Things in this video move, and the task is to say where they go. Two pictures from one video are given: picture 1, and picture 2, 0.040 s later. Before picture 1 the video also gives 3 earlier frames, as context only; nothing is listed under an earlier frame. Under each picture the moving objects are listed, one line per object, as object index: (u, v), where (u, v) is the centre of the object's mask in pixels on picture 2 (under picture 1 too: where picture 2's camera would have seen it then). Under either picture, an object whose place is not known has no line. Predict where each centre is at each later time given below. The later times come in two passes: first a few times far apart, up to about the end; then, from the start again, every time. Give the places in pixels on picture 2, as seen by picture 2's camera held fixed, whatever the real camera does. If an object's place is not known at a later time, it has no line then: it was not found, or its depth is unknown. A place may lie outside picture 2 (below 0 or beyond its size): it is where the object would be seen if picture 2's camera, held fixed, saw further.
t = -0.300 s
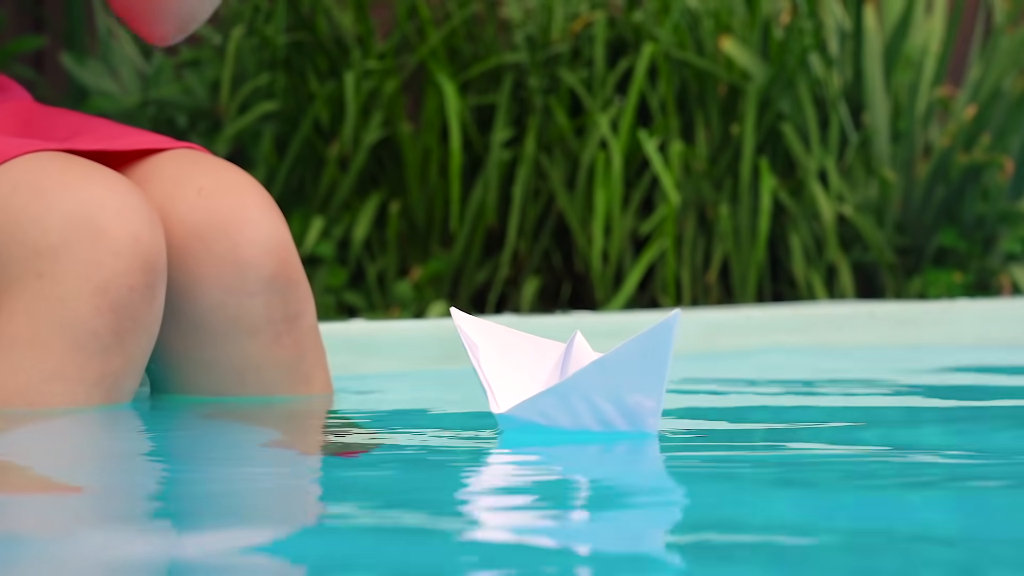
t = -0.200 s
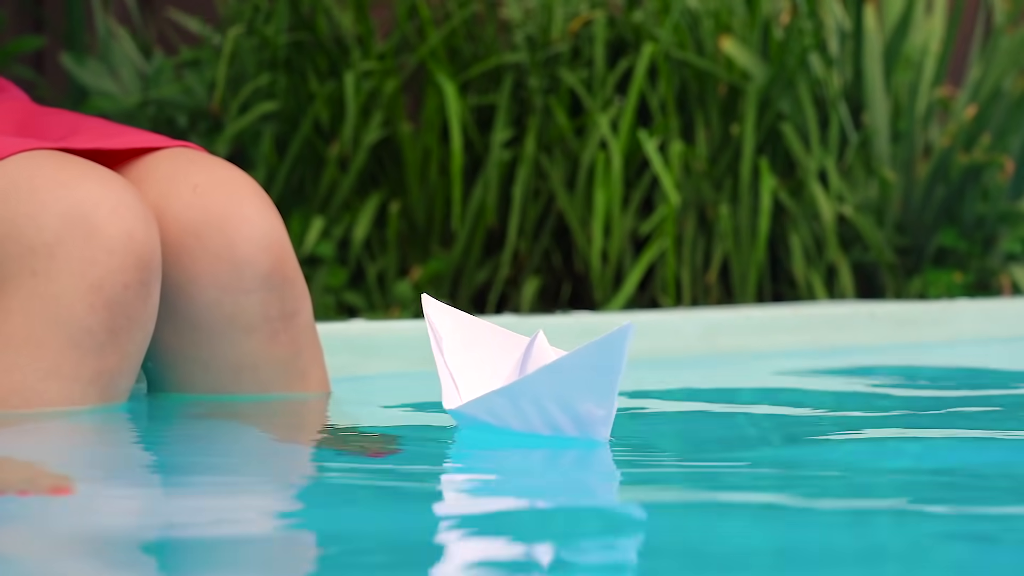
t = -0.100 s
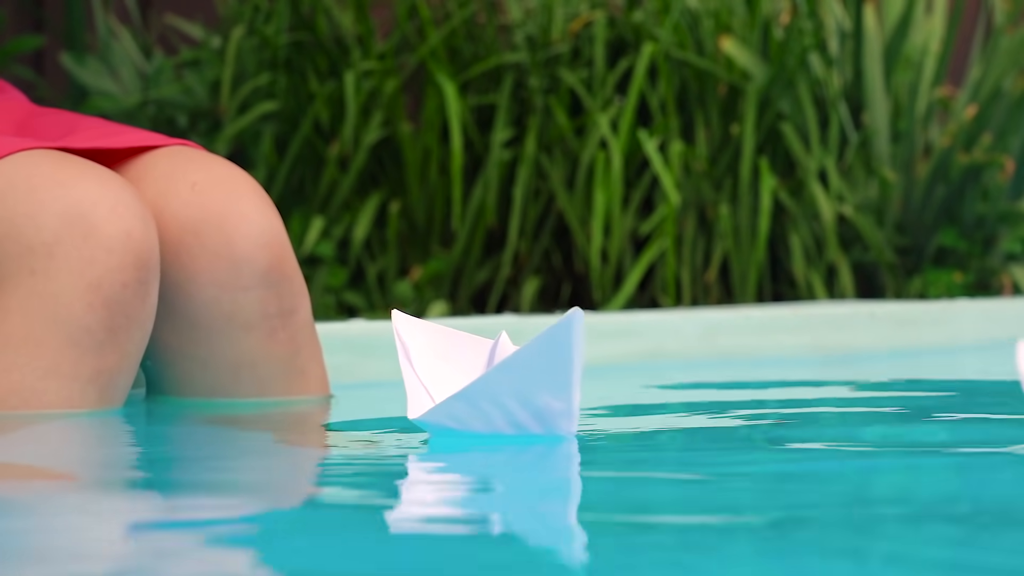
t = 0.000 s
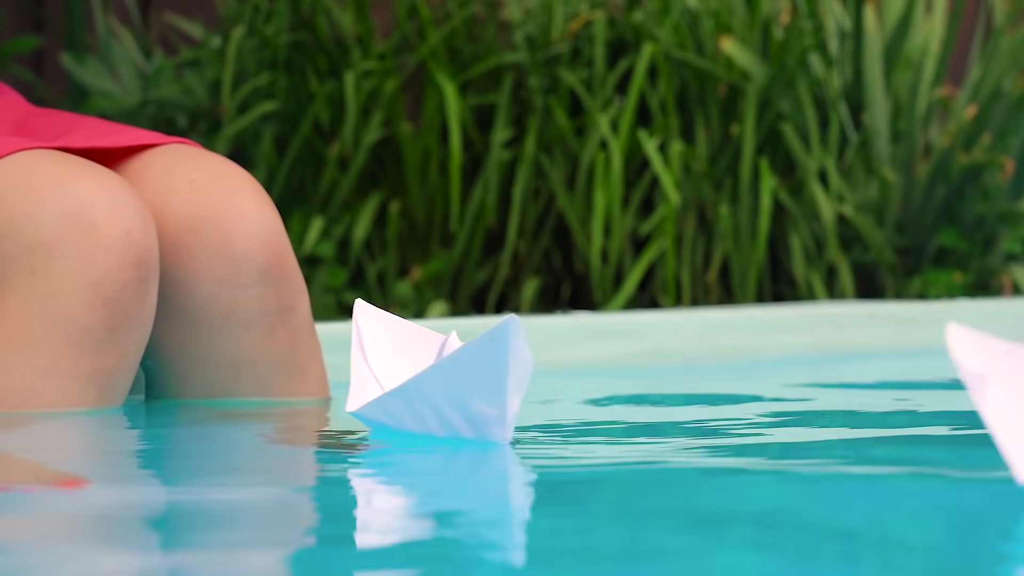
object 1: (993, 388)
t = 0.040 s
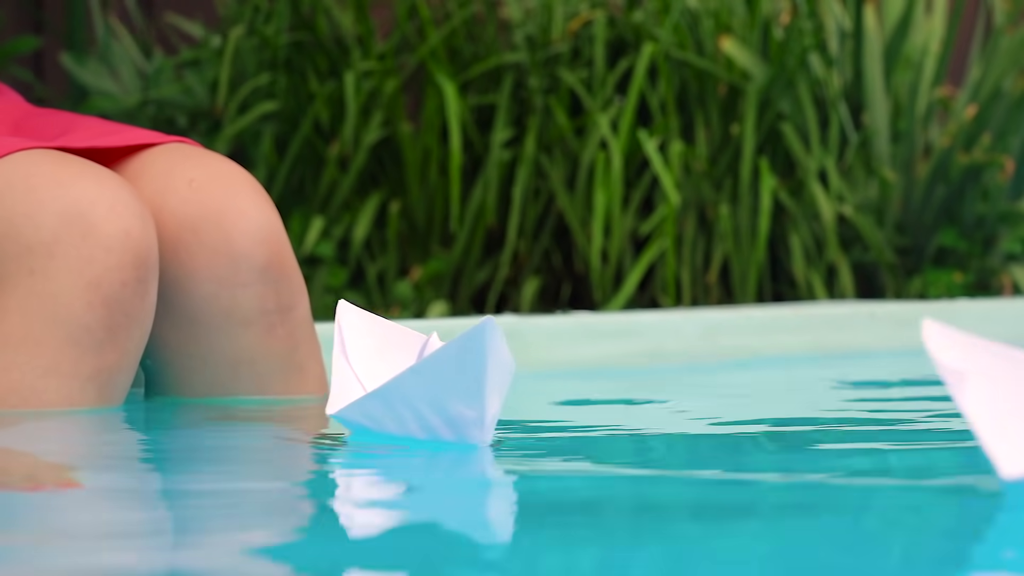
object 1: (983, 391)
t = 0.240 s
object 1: (923, 439)
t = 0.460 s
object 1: (855, 461)
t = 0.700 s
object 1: (767, 475)
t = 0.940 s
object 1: (624, 465)
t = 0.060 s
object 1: (978, 408)
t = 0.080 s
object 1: (972, 419)
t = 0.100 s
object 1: (967, 430)
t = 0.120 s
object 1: (962, 440)
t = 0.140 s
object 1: (955, 446)
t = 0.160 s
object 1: (951, 452)
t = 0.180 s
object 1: (946, 454)
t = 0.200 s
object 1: (937, 449)
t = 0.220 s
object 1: (930, 443)
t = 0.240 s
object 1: (923, 439)
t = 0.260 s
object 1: (917, 436)
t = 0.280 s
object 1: (910, 434)
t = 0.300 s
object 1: (905, 435)
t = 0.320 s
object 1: (900, 438)
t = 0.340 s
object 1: (892, 447)
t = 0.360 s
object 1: (887, 453)
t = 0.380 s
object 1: (882, 457)
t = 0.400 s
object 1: (876, 460)
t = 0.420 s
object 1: (870, 462)
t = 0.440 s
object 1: (863, 462)
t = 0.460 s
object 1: (855, 461)
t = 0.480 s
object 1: (849, 463)
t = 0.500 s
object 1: (844, 467)
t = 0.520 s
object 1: (839, 468)
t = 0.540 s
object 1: (837, 466)
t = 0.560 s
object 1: (832, 464)
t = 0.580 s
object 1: (825, 462)
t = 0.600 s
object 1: (811, 462)
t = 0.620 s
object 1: (802, 461)
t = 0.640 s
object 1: (793, 464)
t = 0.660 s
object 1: (783, 470)
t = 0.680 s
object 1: (774, 473)
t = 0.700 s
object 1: (767, 475)
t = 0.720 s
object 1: (758, 475)
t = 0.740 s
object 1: (741, 474)
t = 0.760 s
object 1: (729, 473)
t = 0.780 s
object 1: (719, 474)
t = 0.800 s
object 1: (707, 478)
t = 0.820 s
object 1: (698, 479)
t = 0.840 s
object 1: (688, 481)
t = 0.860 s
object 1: (676, 481)
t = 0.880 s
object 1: (666, 477)
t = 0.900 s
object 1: (653, 471)
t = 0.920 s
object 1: (639, 467)
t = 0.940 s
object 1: (624, 465)
